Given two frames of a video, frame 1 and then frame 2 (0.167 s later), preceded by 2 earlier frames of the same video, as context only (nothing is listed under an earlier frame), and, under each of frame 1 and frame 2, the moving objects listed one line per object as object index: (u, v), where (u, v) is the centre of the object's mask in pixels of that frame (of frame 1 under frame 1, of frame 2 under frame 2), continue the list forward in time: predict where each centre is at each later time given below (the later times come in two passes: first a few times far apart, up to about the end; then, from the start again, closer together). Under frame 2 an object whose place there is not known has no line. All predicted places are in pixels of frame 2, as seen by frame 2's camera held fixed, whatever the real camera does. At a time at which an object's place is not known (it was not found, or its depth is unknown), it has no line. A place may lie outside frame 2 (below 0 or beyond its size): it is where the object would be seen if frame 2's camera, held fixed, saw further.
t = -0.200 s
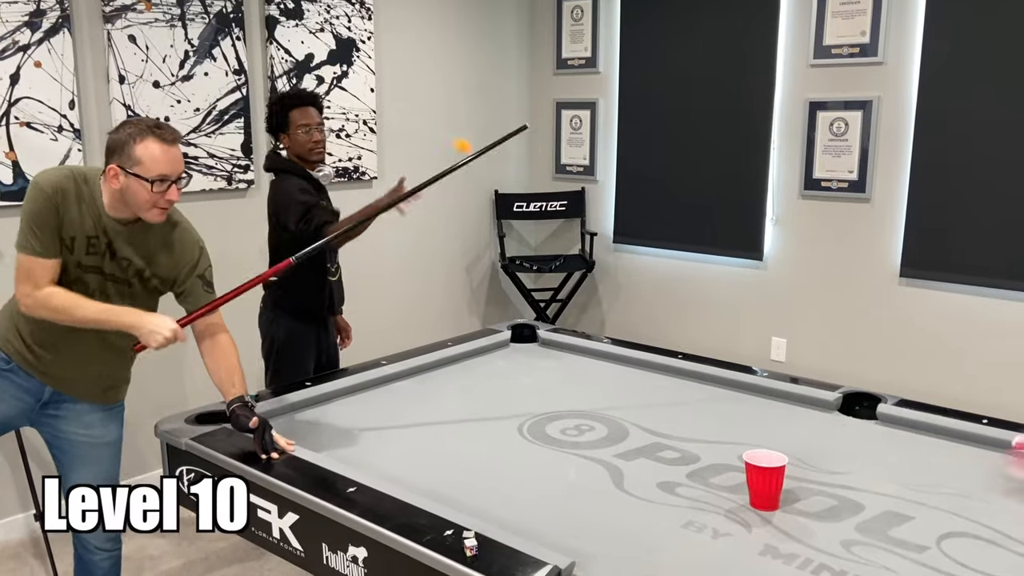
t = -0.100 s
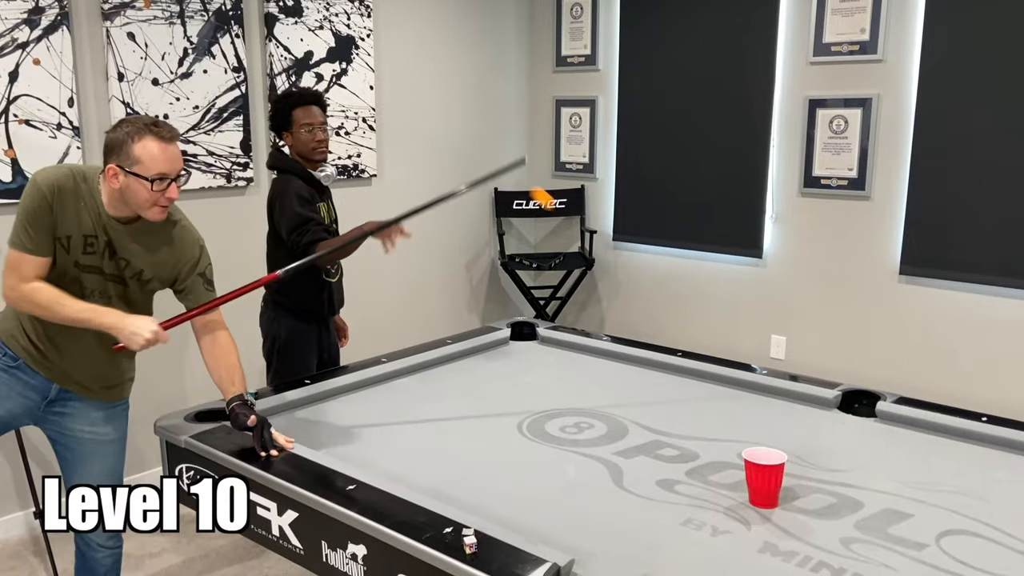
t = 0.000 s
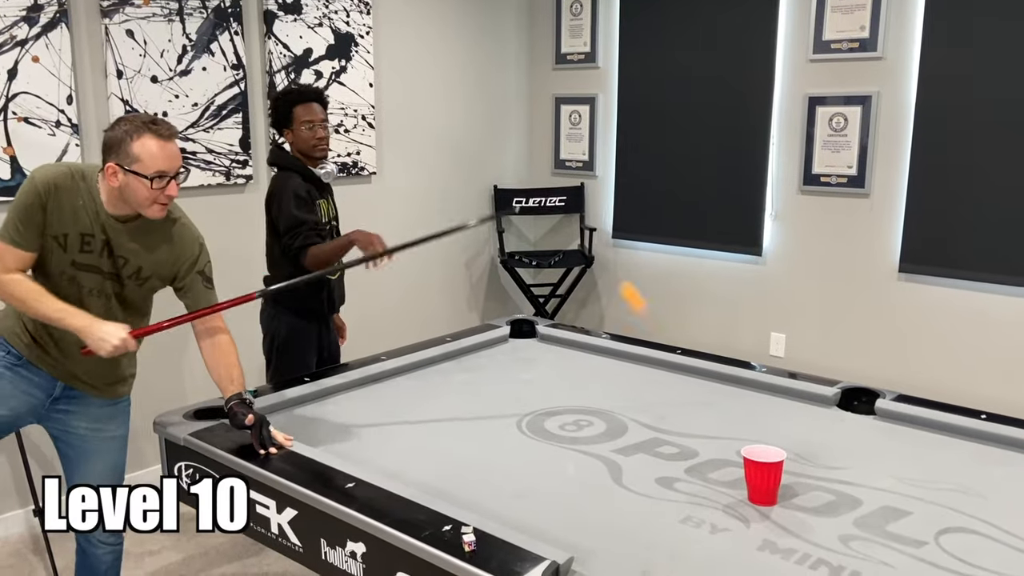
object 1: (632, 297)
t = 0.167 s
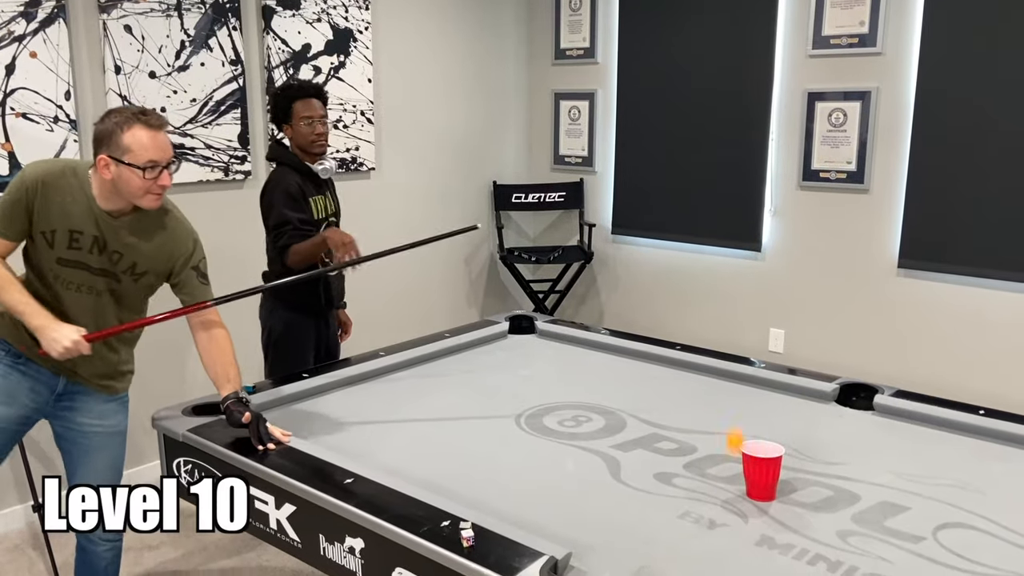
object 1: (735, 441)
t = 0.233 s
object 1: (736, 377)
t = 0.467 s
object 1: (733, 295)
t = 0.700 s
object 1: (719, 495)
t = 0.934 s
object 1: (706, 479)
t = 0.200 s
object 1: (735, 408)
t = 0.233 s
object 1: (736, 377)
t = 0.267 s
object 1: (736, 352)
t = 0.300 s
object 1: (736, 330)
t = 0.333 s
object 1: (736, 313)
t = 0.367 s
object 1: (735, 301)
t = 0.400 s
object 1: (735, 294)
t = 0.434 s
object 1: (734, 292)
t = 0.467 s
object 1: (733, 295)
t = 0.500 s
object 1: (732, 305)
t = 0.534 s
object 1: (730, 320)
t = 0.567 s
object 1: (728, 344)
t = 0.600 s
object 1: (726, 370)
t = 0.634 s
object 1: (724, 406)
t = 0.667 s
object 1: (721, 448)
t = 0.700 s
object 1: (719, 495)
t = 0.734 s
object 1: (715, 549)
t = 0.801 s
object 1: (712, 570)
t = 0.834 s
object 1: (712, 539)
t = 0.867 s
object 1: (710, 514)
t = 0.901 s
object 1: (708, 493)
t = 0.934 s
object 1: (706, 479)
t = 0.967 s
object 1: (704, 471)
